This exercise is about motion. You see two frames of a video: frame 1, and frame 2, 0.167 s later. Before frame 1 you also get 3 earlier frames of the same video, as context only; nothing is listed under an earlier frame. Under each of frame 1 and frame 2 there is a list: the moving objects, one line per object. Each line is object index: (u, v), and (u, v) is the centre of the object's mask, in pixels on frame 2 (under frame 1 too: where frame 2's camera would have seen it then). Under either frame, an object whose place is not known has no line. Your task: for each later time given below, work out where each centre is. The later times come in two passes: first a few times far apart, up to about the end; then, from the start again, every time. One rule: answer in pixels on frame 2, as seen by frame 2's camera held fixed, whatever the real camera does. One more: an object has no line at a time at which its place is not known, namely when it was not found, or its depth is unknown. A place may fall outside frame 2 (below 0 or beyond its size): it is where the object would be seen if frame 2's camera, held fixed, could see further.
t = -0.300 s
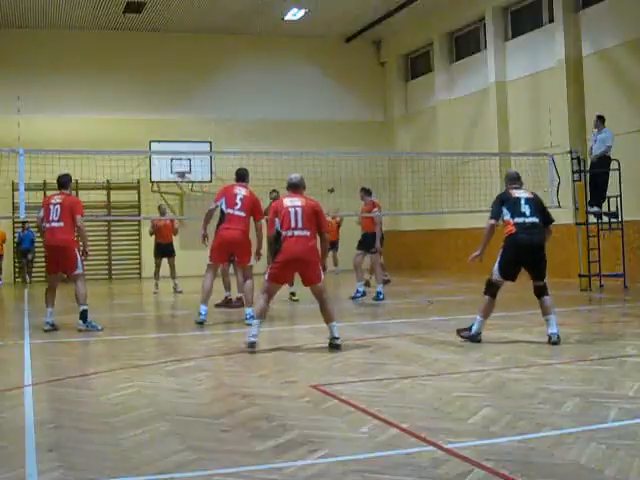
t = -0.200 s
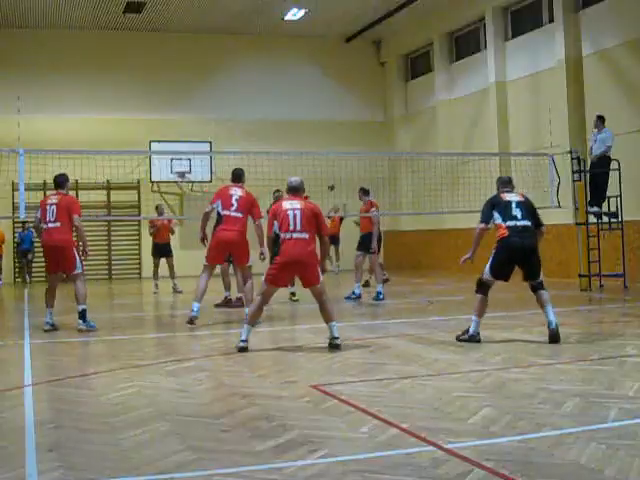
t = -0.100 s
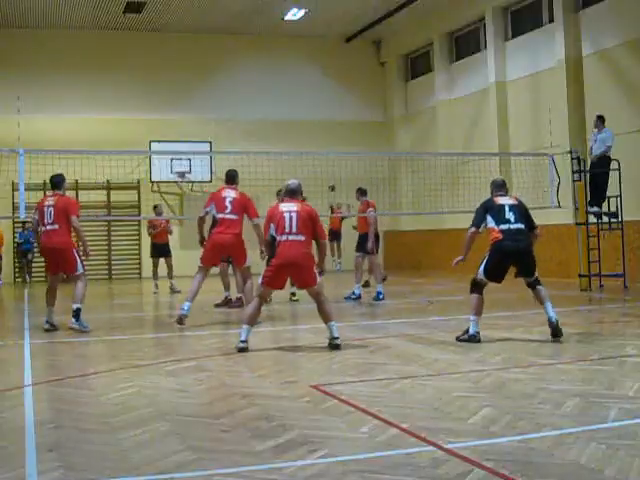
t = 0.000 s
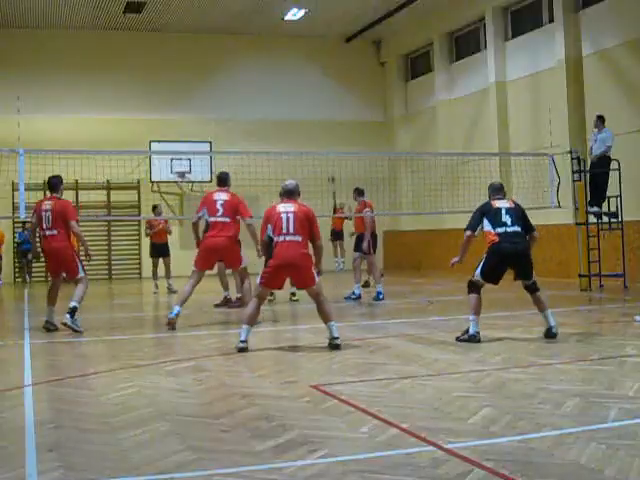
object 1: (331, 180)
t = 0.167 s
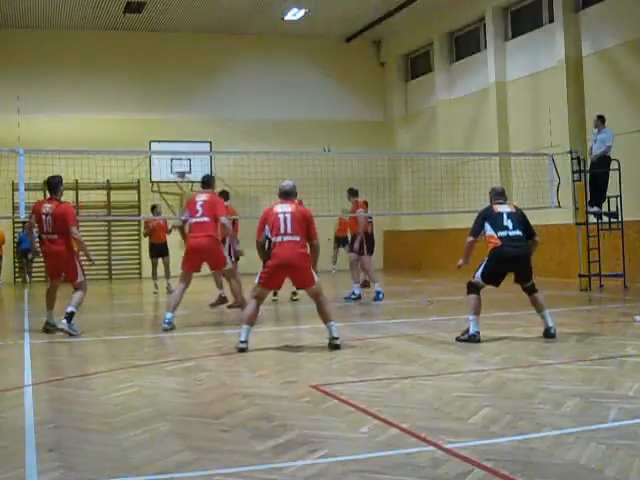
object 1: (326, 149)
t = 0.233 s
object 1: (324, 139)
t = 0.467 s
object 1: (317, 110)
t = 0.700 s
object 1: (310, 102)
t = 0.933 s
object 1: (294, 132)
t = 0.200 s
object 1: (325, 144)
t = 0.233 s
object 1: (324, 139)
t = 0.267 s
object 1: (323, 134)
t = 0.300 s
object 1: (322, 129)
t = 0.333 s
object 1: (321, 125)
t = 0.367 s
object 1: (319, 120)
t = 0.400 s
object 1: (319, 116)
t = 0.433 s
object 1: (318, 113)
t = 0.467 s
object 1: (317, 110)
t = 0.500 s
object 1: (317, 107)
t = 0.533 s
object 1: (316, 105)
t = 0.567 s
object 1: (316, 104)
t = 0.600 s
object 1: (314, 102)
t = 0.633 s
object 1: (313, 102)
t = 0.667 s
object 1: (312, 102)
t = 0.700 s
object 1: (310, 102)
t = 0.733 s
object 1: (308, 104)
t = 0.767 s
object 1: (306, 107)
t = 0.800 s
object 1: (304, 110)
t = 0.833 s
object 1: (301, 114)
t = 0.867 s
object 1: (299, 119)
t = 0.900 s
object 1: (296, 125)
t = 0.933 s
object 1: (294, 132)
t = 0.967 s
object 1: (292, 140)
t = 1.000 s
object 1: (290, 149)
